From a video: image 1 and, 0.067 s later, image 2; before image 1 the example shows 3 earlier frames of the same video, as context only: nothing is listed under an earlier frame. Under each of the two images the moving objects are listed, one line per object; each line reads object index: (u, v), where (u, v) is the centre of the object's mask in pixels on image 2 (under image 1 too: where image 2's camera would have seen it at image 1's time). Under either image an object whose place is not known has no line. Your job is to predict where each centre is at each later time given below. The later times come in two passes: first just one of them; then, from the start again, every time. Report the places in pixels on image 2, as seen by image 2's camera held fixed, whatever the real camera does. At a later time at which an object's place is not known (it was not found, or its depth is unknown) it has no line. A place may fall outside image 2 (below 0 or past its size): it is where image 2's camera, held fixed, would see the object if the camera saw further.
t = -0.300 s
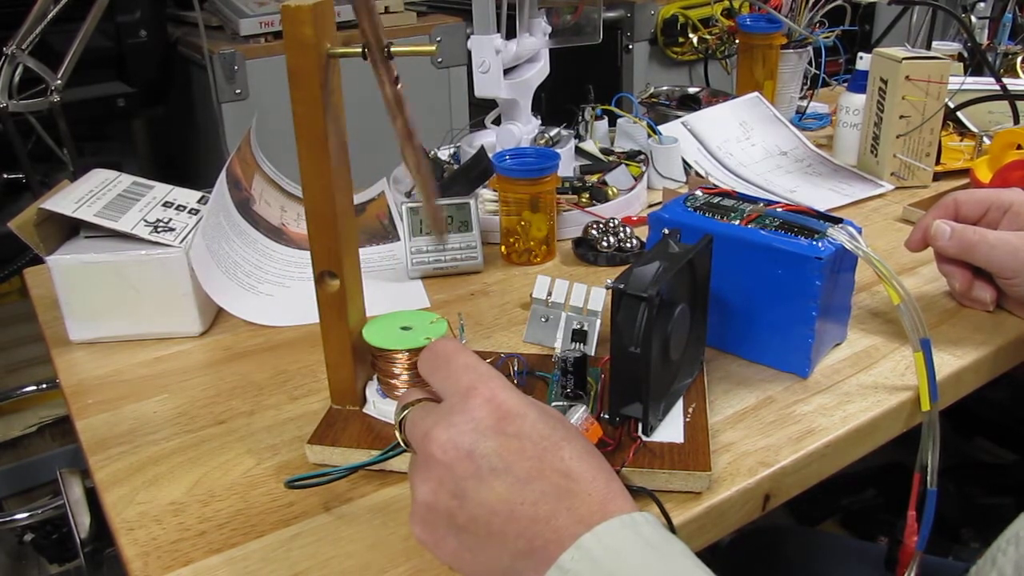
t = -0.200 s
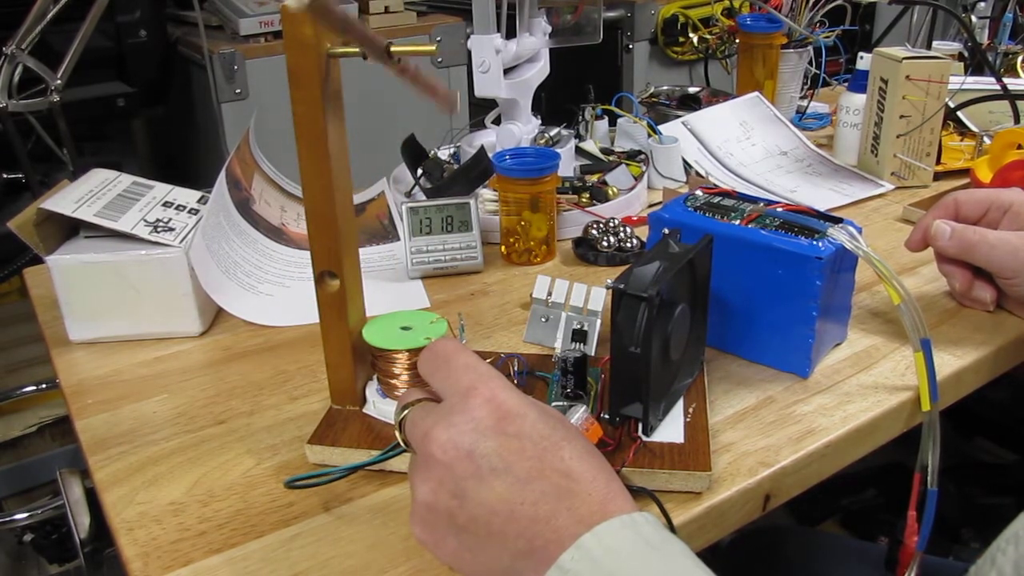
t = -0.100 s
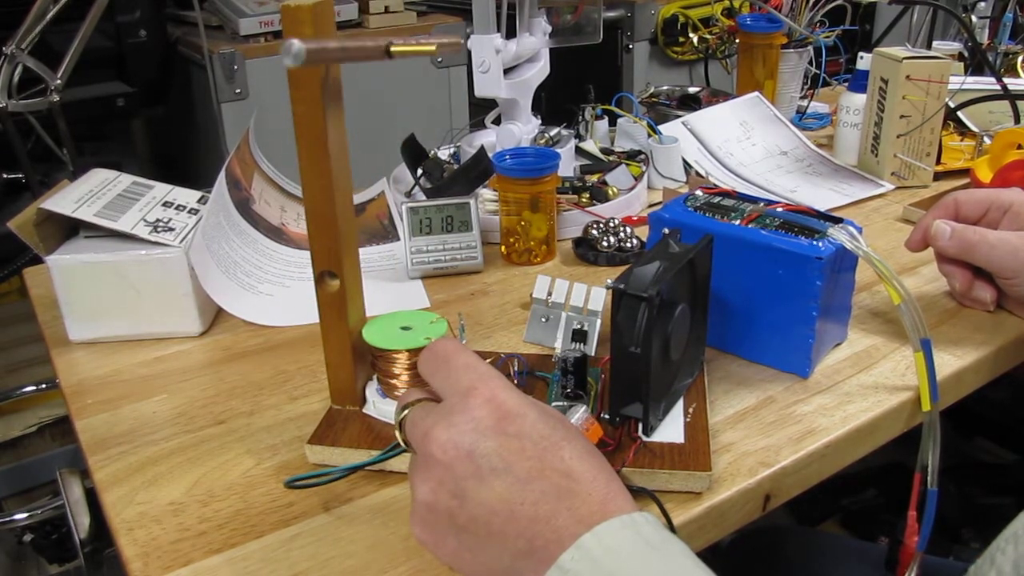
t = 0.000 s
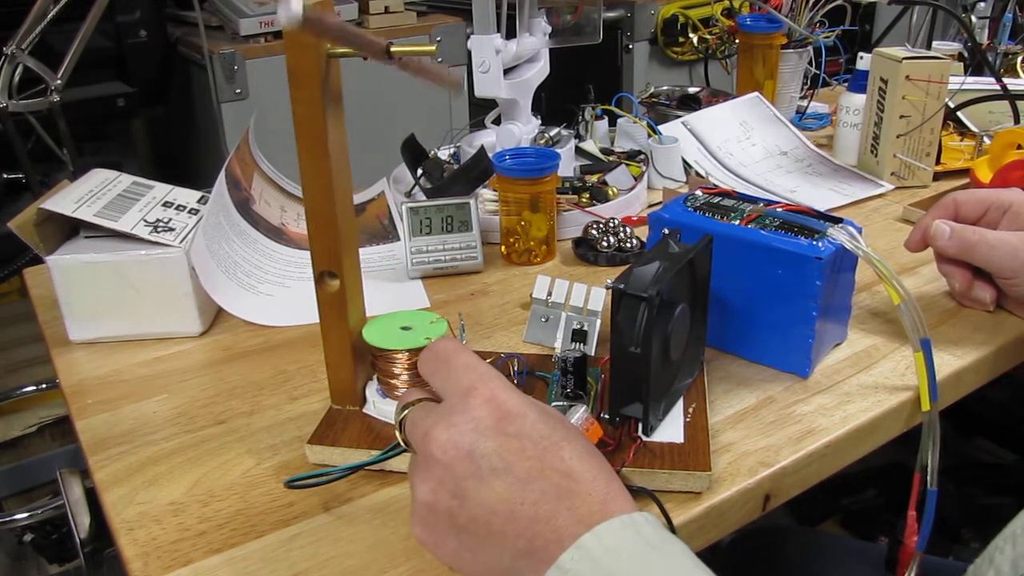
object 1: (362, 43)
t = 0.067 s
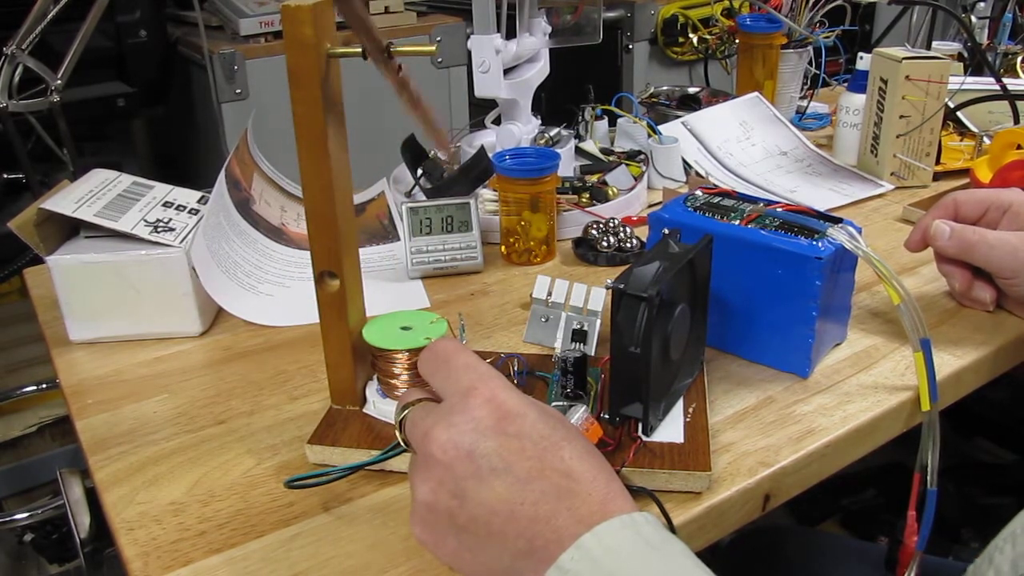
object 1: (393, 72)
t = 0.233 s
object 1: (378, 162)
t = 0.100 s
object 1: (399, 98)
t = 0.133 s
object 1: (395, 114)
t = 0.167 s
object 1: (392, 138)
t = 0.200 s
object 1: (387, 160)
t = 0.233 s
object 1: (378, 162)
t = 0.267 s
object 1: (364, 184)
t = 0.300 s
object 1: (350, 173)
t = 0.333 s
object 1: (339, 146)
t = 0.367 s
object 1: (329, 128)
